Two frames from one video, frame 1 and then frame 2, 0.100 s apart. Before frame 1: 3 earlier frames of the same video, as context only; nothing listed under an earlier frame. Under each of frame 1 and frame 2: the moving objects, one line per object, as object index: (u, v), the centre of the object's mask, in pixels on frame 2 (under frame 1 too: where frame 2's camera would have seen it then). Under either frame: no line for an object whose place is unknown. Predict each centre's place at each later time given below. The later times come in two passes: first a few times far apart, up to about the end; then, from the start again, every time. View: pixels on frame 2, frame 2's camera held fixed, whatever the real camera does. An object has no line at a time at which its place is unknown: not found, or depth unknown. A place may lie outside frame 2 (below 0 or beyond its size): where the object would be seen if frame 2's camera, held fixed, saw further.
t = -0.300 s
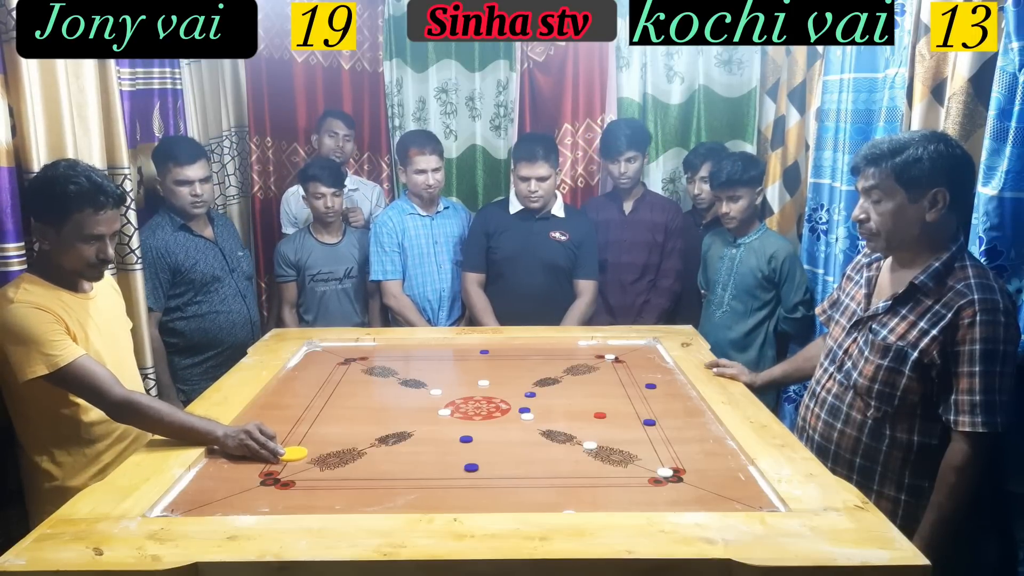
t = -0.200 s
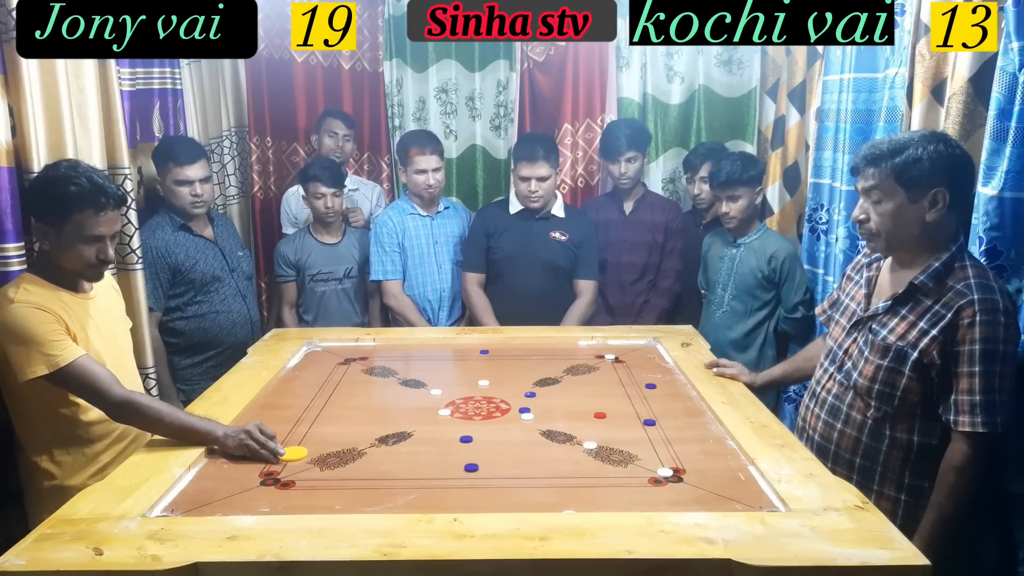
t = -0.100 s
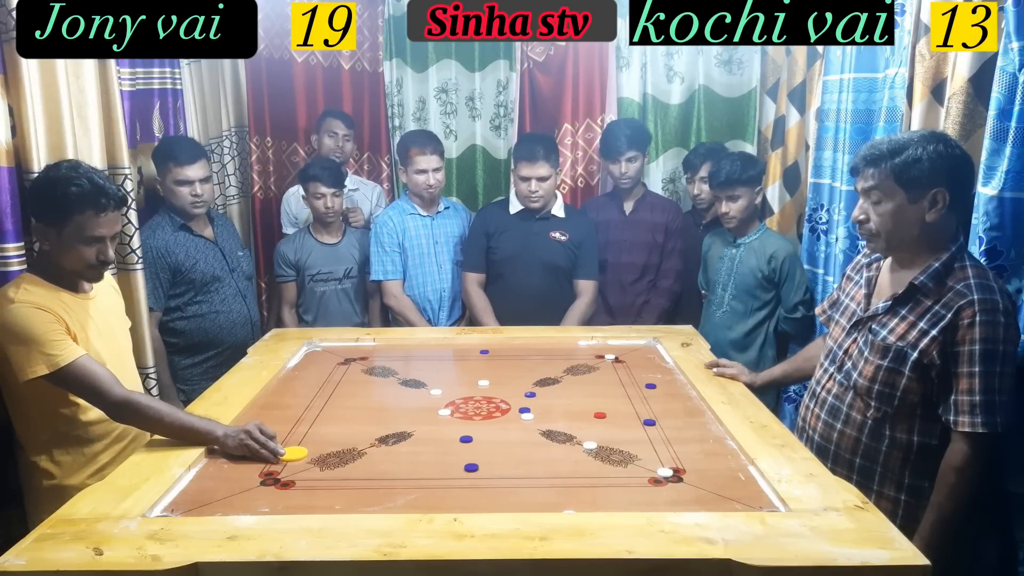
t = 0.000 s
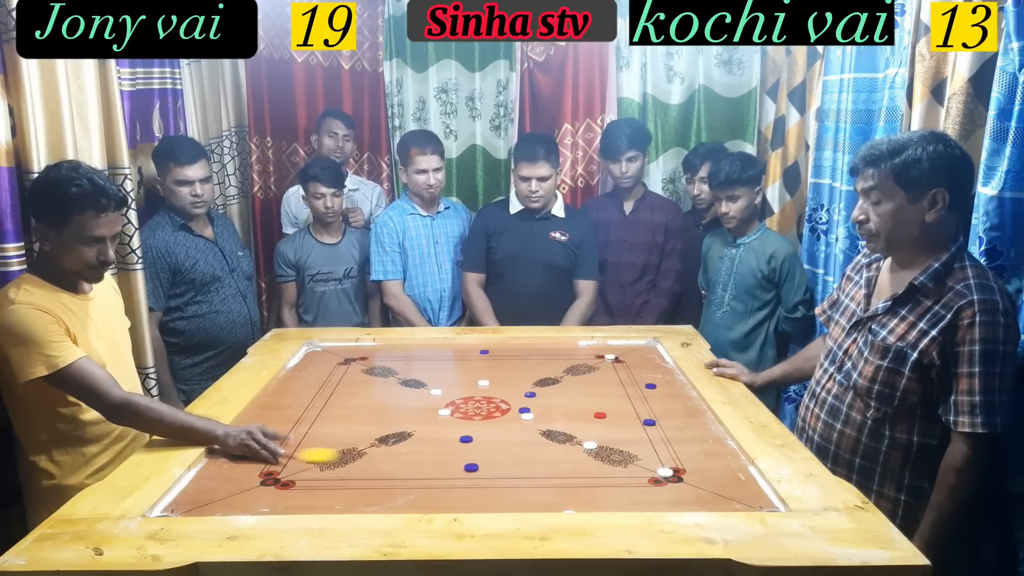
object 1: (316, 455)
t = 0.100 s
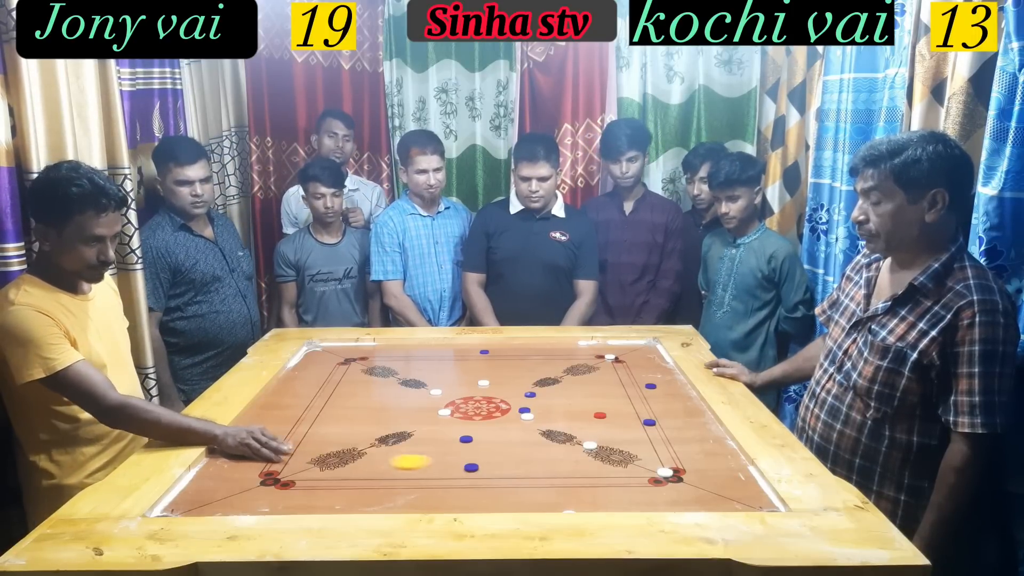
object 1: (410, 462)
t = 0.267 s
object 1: (523, 468)
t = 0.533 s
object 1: (657, 474)
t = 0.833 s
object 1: (727, 477)
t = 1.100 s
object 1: (734, 478)
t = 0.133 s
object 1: (439, 464)
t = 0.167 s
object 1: (464, 465)
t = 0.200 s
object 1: (484, 466)
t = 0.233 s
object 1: (504, 467)
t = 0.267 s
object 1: (523, 468)
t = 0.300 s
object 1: (542, 469)
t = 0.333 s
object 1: (561, 469)
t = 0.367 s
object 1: (579, 470)
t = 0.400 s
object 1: (597, 471)
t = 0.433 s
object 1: (614, 472)
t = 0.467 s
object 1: (631, 472)
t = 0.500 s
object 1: (646, 473)
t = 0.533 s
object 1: (657, 474)
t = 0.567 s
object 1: (667, 474)
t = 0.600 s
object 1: (676, 475)
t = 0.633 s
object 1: (685, 475)
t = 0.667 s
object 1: (693, 475)
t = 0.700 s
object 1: (701, 476)
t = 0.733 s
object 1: (708, 476)
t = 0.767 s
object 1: (715, 476)
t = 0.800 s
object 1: (722, 476)
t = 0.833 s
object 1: (727, 477)
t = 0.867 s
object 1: (731, 477)
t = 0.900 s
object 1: (733, 478)
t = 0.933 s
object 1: (733, 478)
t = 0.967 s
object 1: (734, 478)
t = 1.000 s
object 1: (734, 478)
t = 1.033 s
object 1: (734, 478)
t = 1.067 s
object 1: (734, 478)
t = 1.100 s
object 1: (734, 478)
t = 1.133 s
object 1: (734, 478)
